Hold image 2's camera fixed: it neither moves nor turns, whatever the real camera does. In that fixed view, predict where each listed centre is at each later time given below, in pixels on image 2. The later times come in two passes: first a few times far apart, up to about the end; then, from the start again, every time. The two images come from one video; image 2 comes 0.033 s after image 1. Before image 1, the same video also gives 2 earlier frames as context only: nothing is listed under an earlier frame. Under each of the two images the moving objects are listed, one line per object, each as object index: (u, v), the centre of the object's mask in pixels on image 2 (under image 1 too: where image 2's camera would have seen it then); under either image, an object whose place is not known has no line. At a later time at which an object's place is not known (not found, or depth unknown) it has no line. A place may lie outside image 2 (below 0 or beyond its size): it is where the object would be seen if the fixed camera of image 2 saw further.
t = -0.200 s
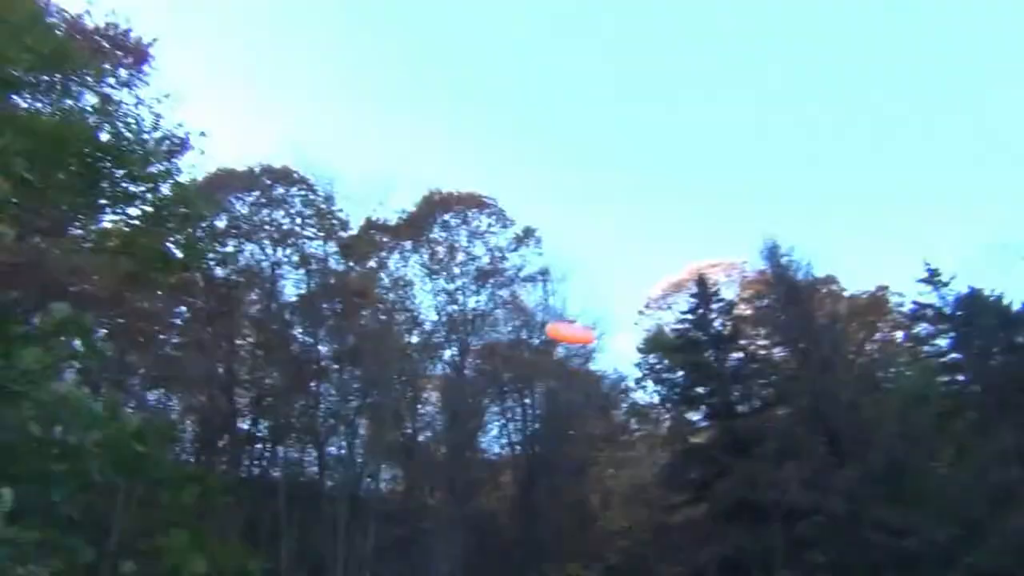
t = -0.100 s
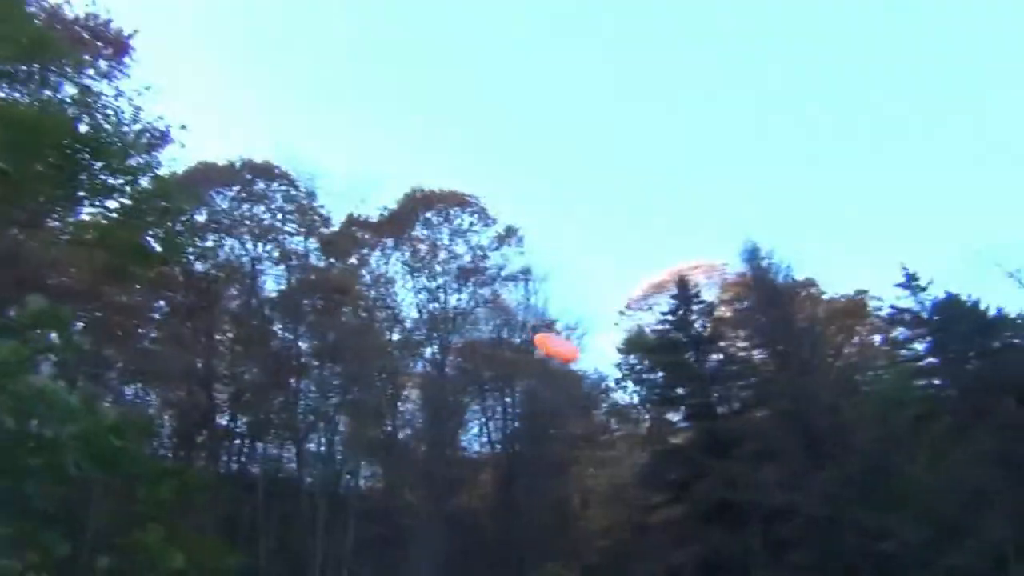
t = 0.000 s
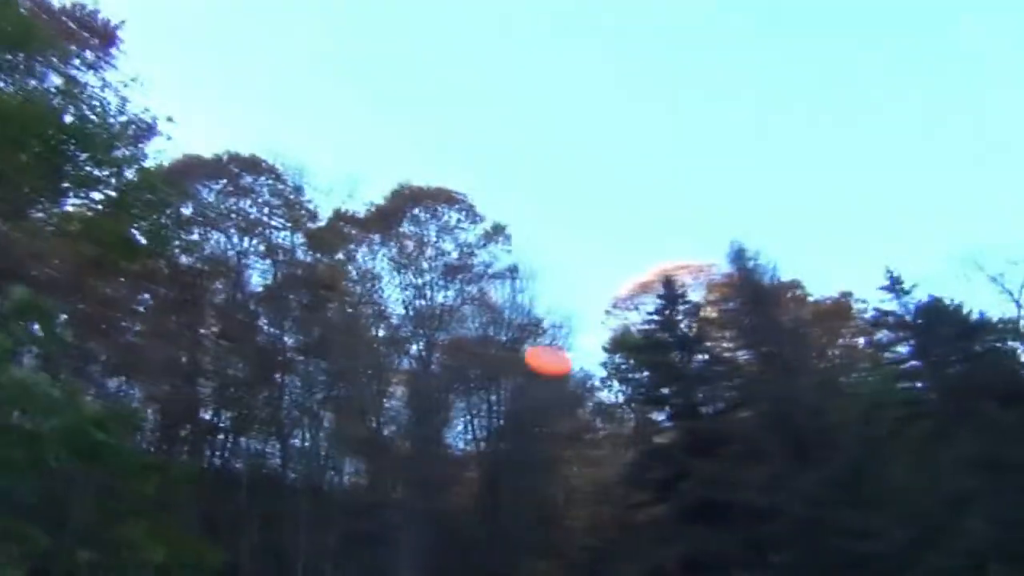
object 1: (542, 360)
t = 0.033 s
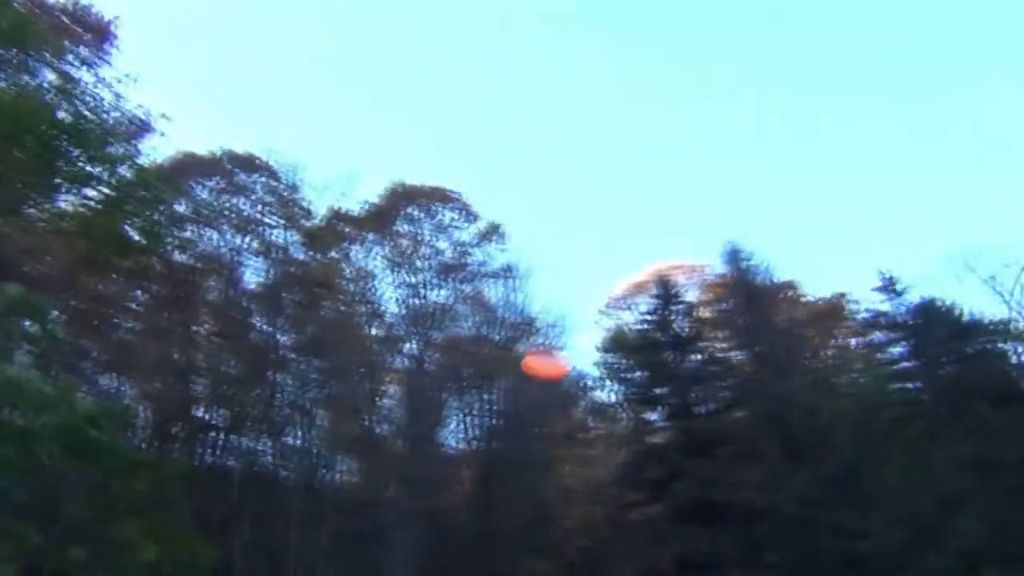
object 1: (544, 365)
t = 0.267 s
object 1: (558, 402)
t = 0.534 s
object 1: (573, 447)
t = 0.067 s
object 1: (545, 368)
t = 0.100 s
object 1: (549, 375)
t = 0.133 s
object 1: (551, 382)
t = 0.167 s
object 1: (552, 385)
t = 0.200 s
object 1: (555, 391)
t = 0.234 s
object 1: (557, 396)
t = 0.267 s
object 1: (558, 402)
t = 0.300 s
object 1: (561, 409)
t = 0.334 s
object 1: (564, 412)
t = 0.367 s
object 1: (565, 418)
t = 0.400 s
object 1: (568, 427)
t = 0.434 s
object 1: (571, 431)
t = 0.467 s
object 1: (572, 435)
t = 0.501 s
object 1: (575, 443)
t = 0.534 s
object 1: (573, 447)
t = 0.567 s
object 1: (578, 453)
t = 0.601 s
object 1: (583, 459)
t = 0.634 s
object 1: (583, 463)
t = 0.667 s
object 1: (586, 471)
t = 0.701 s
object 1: (590, 478)
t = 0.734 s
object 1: (589, 481)
